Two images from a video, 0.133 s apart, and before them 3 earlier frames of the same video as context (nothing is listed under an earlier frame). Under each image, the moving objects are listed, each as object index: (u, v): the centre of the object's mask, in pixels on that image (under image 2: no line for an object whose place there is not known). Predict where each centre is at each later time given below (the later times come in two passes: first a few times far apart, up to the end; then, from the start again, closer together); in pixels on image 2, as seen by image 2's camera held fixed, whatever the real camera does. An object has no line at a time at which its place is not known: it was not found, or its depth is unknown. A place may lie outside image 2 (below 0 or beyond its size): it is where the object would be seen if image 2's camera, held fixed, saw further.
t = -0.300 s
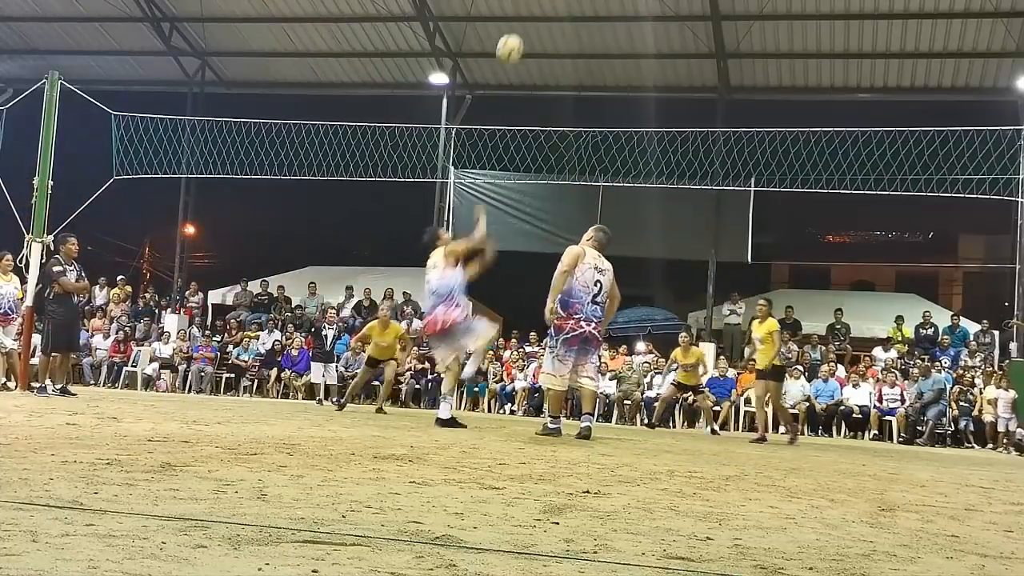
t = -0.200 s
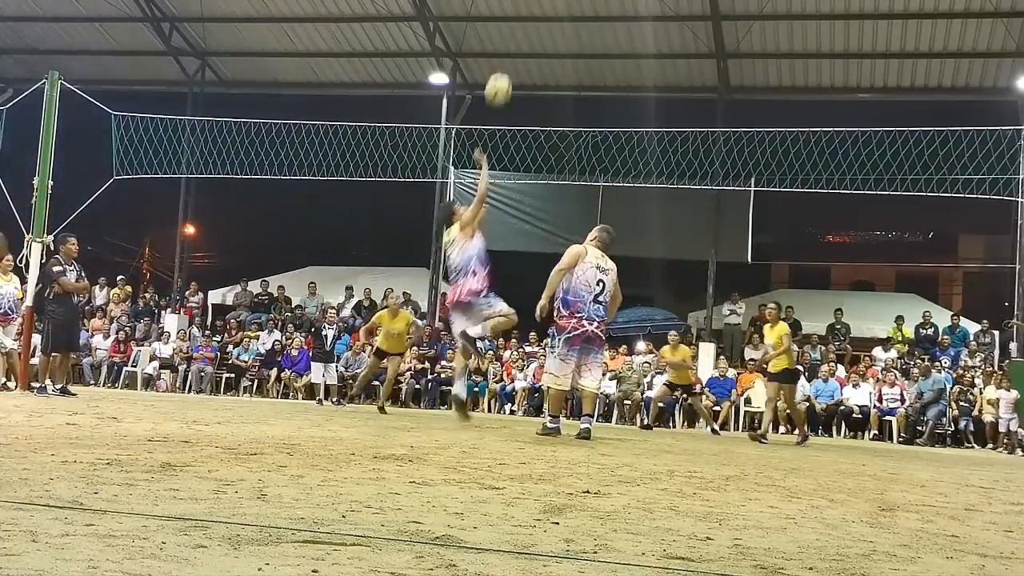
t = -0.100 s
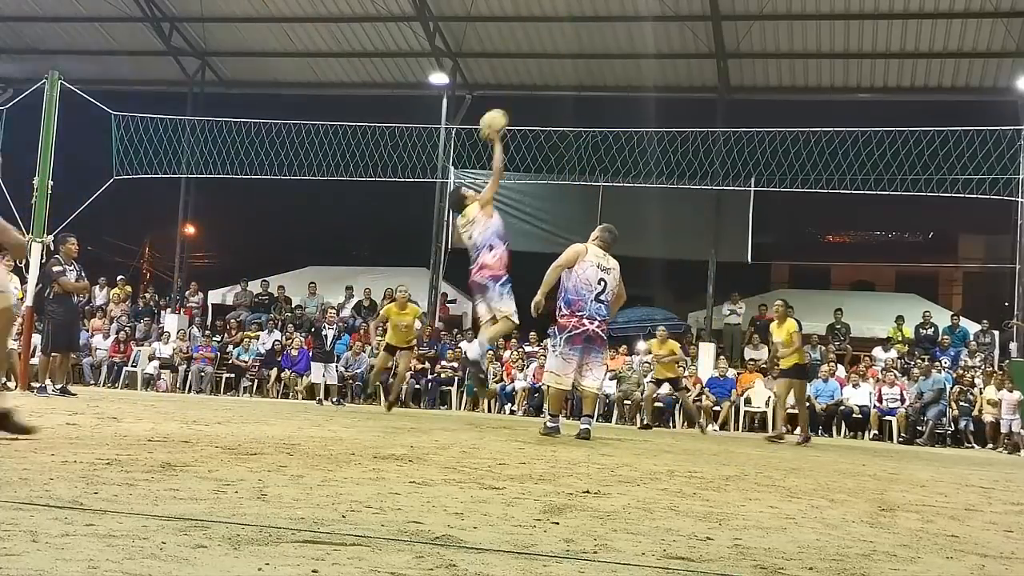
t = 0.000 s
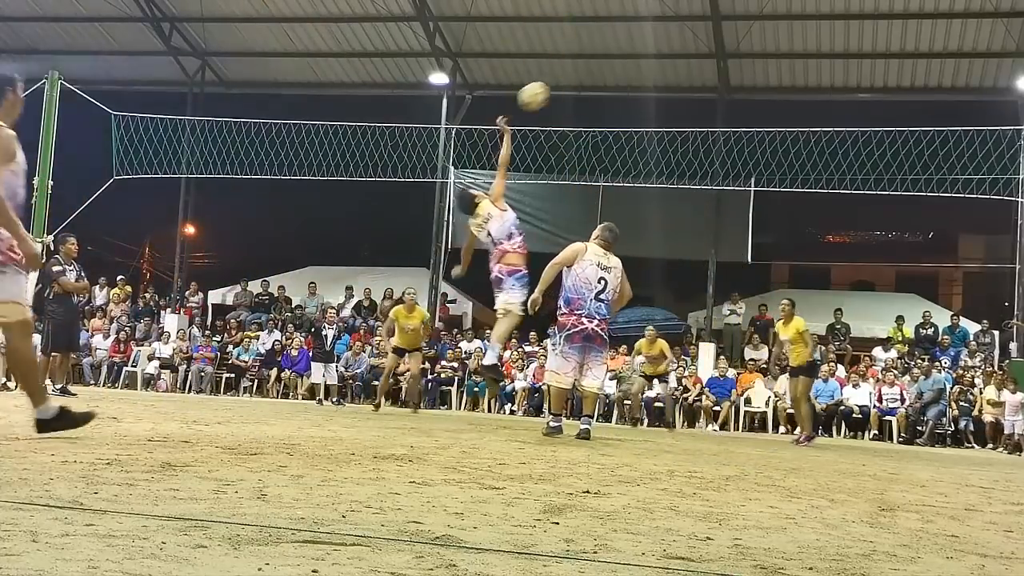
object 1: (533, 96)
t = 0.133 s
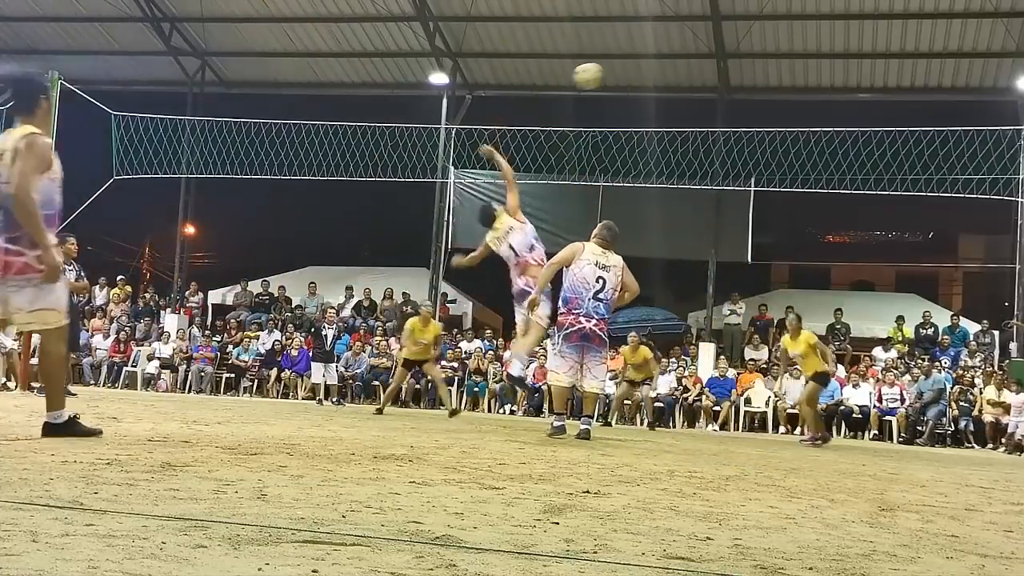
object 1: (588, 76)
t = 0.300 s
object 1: (652, 79)
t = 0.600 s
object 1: (758, 161)
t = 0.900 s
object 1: (811, 216)
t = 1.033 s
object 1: (834, 263)
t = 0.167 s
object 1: (601, 75)
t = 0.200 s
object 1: (614, 74)
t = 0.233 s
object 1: (626, 75)
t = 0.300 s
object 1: (652, 79)
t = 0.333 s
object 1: (664, 83)
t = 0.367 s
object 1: (677, 89)
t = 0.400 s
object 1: (689, 96)
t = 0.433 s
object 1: (701, 104)
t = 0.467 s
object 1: (713, 113)
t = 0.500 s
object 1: (724, 123)
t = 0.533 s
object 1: (735, 135)
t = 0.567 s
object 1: (746, 147)
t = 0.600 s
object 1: (758, 161)
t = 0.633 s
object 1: (767, 174)
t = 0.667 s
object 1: (773, 183)
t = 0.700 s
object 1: (778, 186)
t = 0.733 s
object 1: (783, 189)
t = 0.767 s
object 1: (789, 192)
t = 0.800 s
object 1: (794, 196)
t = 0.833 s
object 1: (800, 201)
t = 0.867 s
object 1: (805, 208)
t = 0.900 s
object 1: (811, 216)
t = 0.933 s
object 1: (817, 226)
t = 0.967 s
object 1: (822, 237)
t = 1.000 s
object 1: (828, 249)
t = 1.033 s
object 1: (834, 263)
